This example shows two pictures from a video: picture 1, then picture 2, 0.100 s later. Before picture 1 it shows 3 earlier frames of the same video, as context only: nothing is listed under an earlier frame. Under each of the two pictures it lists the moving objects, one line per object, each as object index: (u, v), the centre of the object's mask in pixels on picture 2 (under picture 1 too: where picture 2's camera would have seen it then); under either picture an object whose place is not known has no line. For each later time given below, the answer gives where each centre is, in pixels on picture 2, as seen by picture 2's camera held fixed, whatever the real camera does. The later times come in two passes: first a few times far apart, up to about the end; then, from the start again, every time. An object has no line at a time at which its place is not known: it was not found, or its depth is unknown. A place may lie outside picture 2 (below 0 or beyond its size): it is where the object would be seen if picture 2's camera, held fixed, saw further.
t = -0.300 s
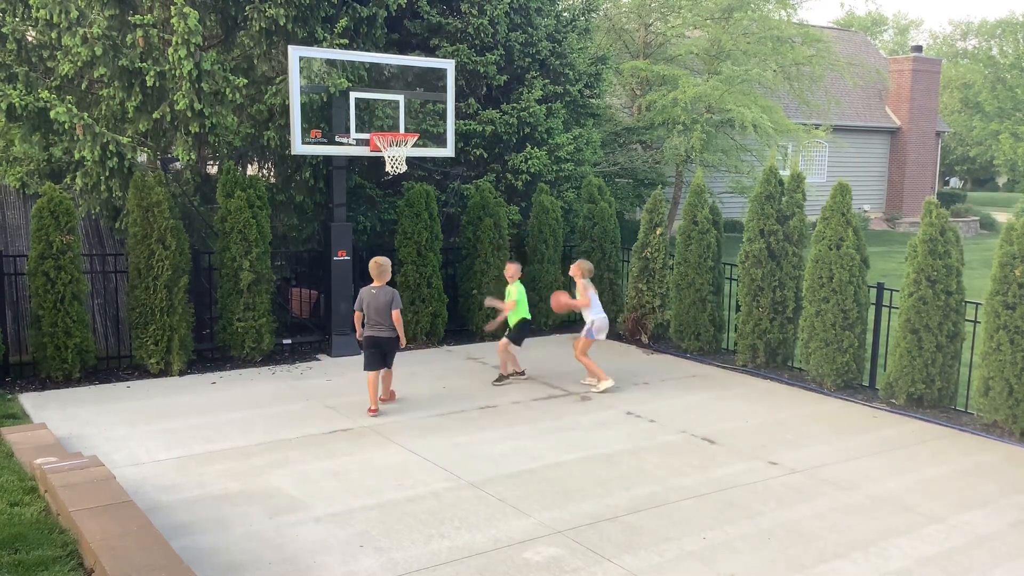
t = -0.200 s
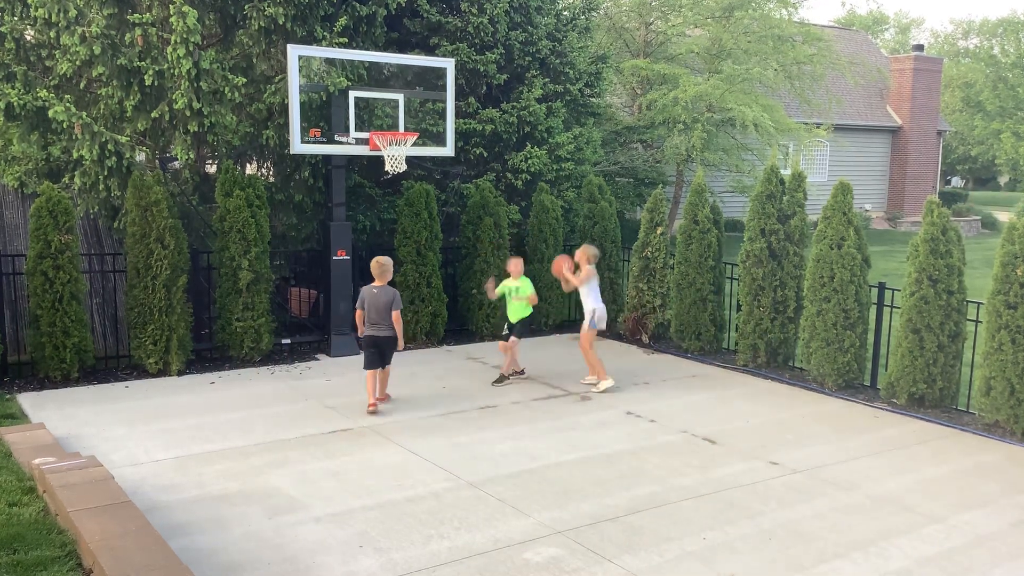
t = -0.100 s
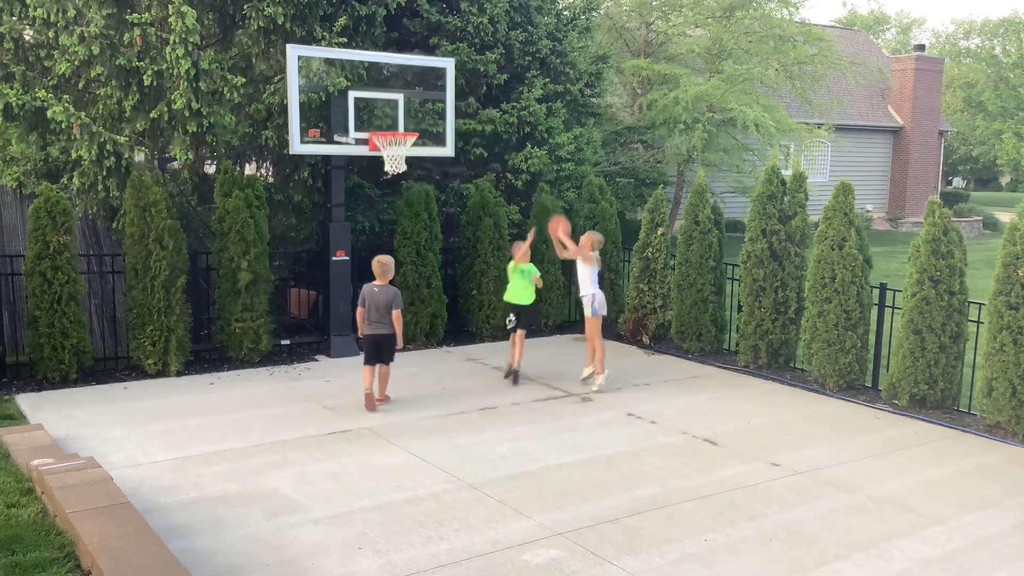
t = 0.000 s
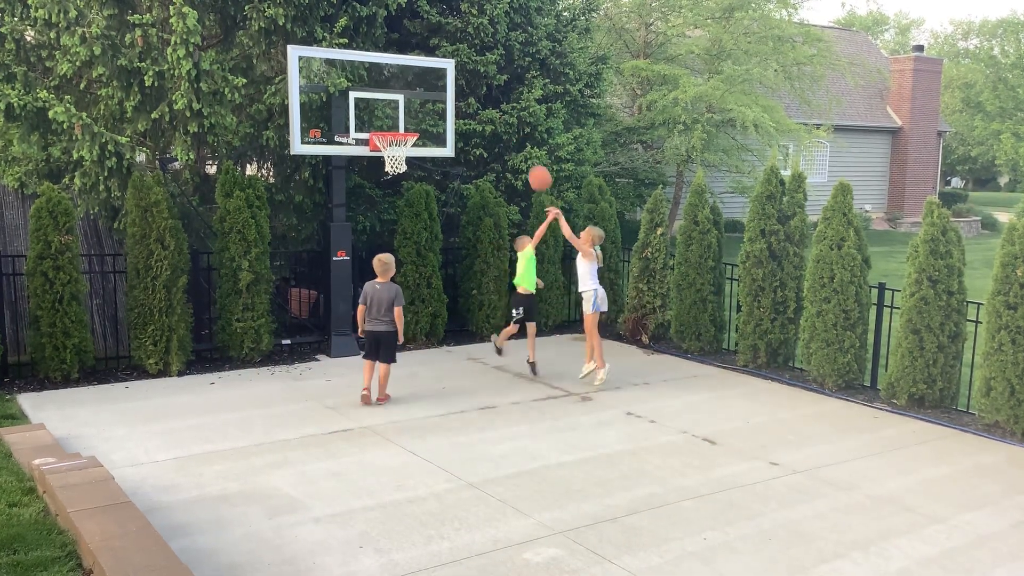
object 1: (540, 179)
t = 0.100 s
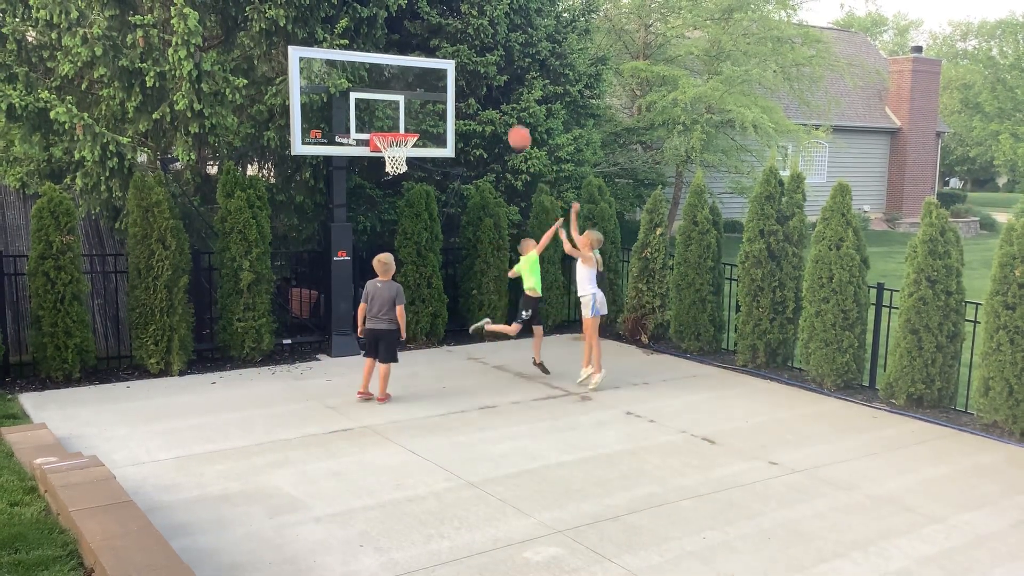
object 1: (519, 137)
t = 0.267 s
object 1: (485, 90)
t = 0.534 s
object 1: (431, 73)
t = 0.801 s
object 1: (379, 123)
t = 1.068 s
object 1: (371, 92)
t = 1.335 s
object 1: (363, 119)
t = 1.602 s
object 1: (324, 132)
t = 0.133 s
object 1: (512, 126)
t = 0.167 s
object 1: (506, 116)
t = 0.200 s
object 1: (498, 106)
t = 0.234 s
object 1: (491, 97)
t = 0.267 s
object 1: (485, 90)
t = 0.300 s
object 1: (478, 84)
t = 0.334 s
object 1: (471, 80)
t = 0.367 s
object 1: (465, 76)
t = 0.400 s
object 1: (458, 73)
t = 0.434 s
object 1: (451, 71)
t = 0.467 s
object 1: (444, 70)
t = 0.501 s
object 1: (437, 71)
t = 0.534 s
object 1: (431, 73)
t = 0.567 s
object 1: (424, 76)
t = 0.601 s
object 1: (417, 79)
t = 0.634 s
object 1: (411, 83)
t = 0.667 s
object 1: (405, 90)
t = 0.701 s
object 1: (398, 97)
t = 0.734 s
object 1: (390, 106)
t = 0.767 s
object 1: (385, 115)
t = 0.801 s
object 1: (379, 123)
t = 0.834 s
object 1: (375, 114)
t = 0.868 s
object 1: (373, 107)
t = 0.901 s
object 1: (372, 102)
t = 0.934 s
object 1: (372, 97)
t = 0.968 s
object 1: (371, 95)
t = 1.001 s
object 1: (371, 93)
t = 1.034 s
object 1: (371, 92)
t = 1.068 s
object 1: (371, 92)
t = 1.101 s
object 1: (370, 94)
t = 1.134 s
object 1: (370, 97)
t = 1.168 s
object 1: (370, 100)
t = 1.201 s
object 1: (369, 105)
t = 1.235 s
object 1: (369, 110)
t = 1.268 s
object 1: (369, 117)
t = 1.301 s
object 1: (367, 122)
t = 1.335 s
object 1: (363, 119)
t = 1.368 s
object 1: (358, 117)
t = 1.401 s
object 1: (353, 116)
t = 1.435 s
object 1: (348, 116)
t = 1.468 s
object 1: (343, 117)
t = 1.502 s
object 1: (338, 119)
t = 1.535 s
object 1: (334, 123)
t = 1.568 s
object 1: (329, 126)
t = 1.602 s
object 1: (324, 132)
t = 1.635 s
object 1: (320, 138)
